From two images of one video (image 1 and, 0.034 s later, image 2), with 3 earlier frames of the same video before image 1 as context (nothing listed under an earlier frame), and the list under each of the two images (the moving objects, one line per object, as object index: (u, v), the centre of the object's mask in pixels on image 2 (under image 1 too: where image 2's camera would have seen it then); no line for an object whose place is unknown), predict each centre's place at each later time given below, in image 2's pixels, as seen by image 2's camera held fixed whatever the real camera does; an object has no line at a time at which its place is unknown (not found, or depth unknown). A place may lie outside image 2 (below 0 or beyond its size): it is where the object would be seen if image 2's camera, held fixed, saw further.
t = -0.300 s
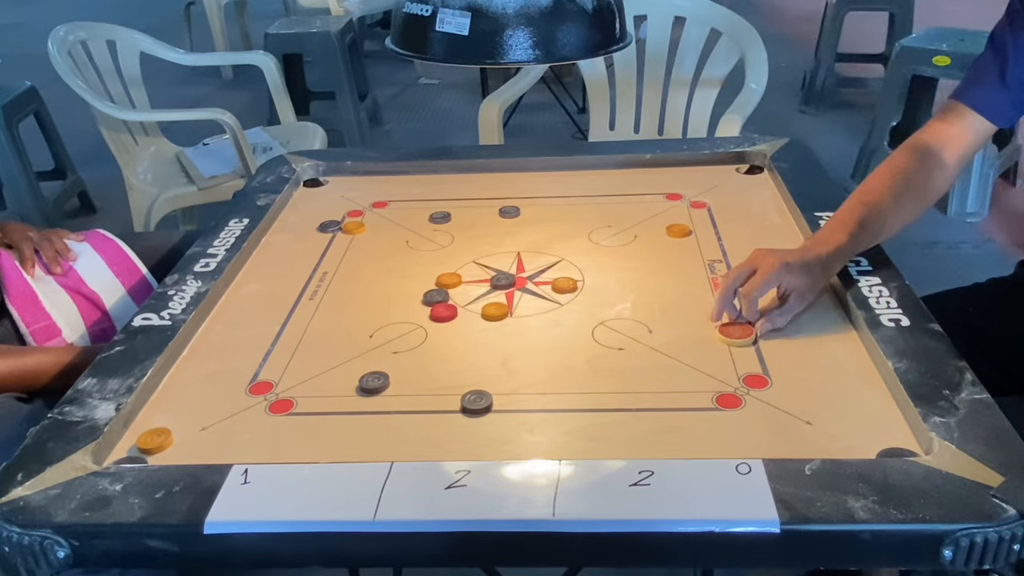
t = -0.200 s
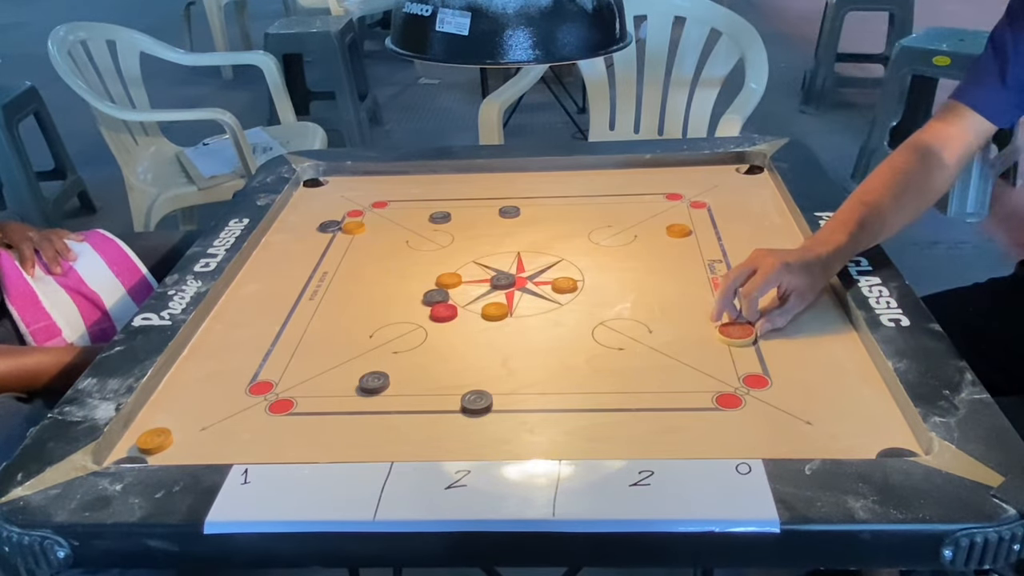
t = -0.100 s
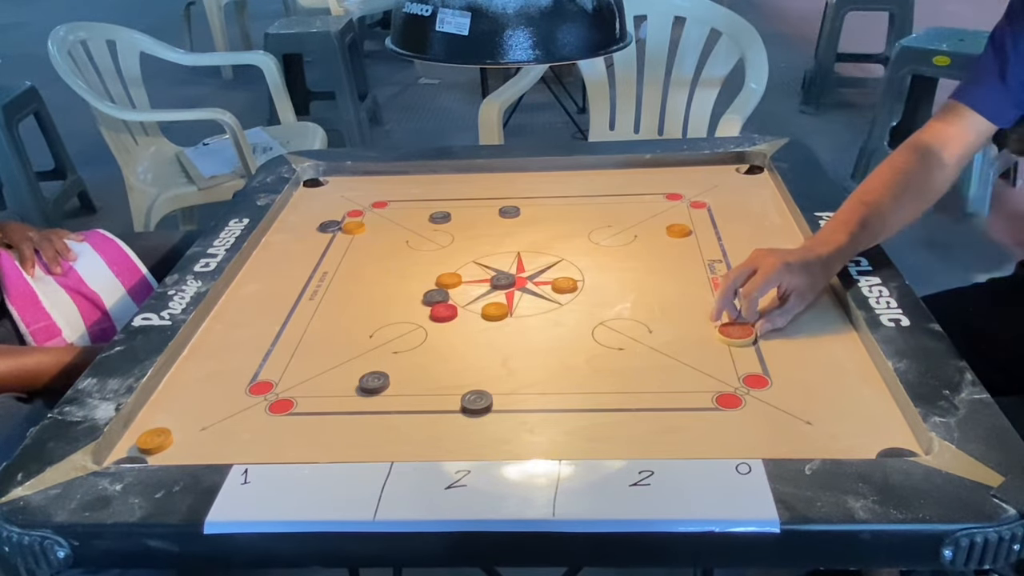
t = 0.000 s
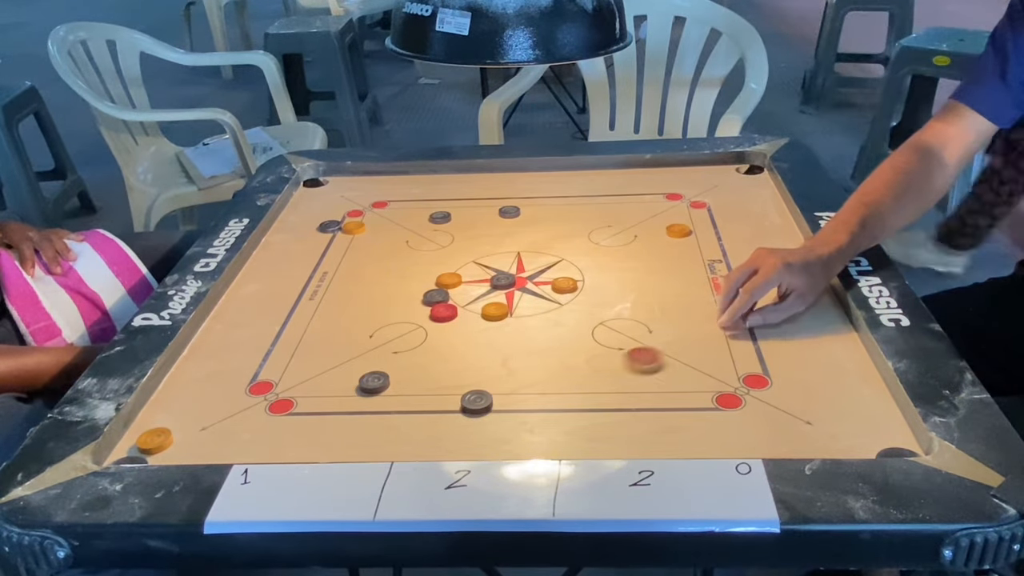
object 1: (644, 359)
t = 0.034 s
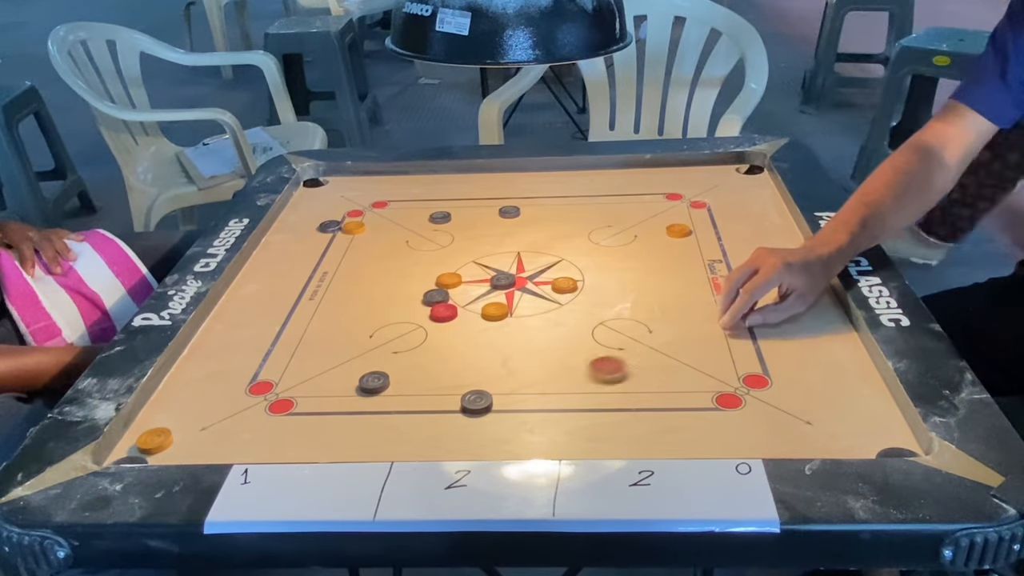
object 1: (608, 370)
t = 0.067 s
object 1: (572, 379)
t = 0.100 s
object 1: (535, 389)
